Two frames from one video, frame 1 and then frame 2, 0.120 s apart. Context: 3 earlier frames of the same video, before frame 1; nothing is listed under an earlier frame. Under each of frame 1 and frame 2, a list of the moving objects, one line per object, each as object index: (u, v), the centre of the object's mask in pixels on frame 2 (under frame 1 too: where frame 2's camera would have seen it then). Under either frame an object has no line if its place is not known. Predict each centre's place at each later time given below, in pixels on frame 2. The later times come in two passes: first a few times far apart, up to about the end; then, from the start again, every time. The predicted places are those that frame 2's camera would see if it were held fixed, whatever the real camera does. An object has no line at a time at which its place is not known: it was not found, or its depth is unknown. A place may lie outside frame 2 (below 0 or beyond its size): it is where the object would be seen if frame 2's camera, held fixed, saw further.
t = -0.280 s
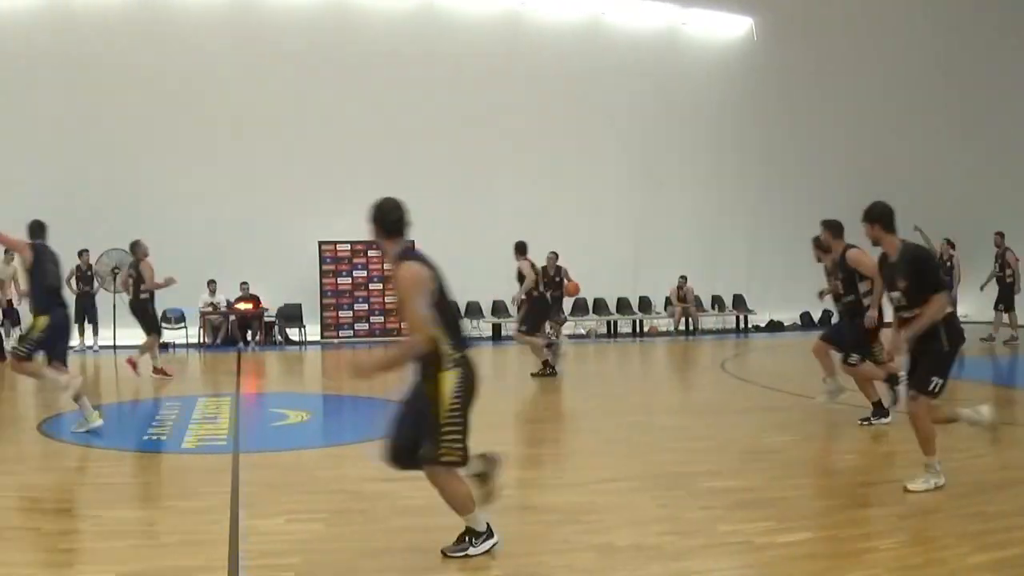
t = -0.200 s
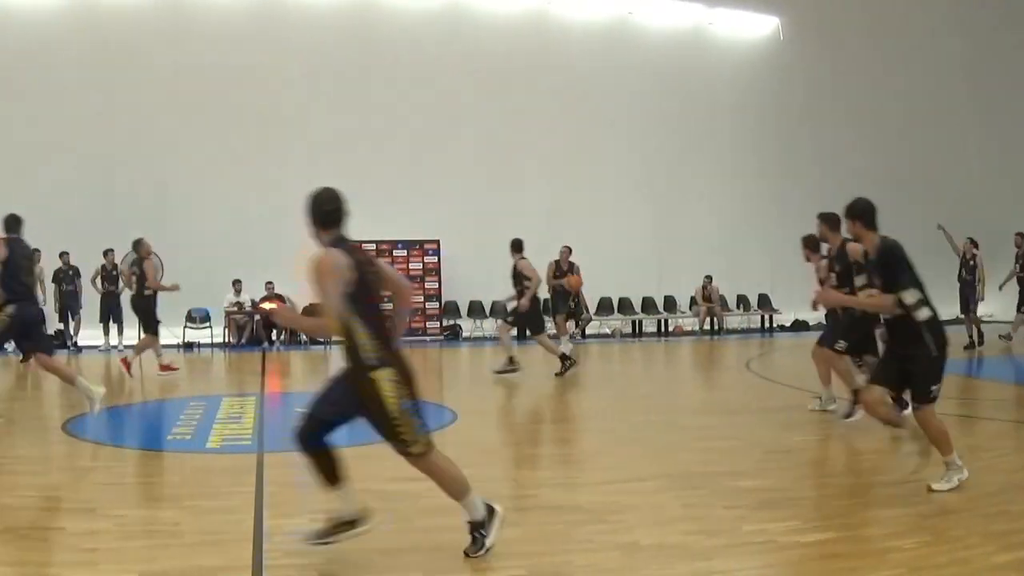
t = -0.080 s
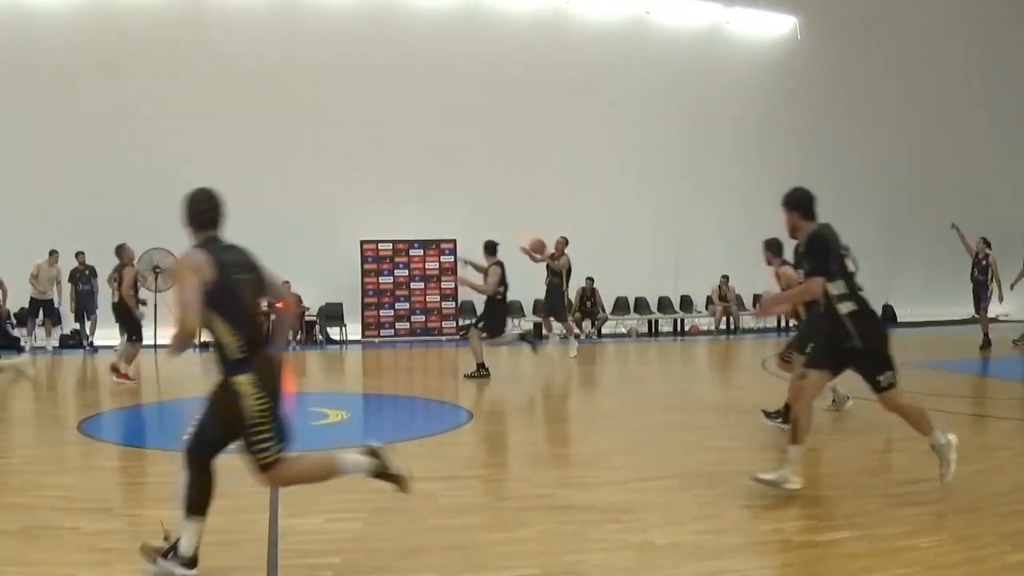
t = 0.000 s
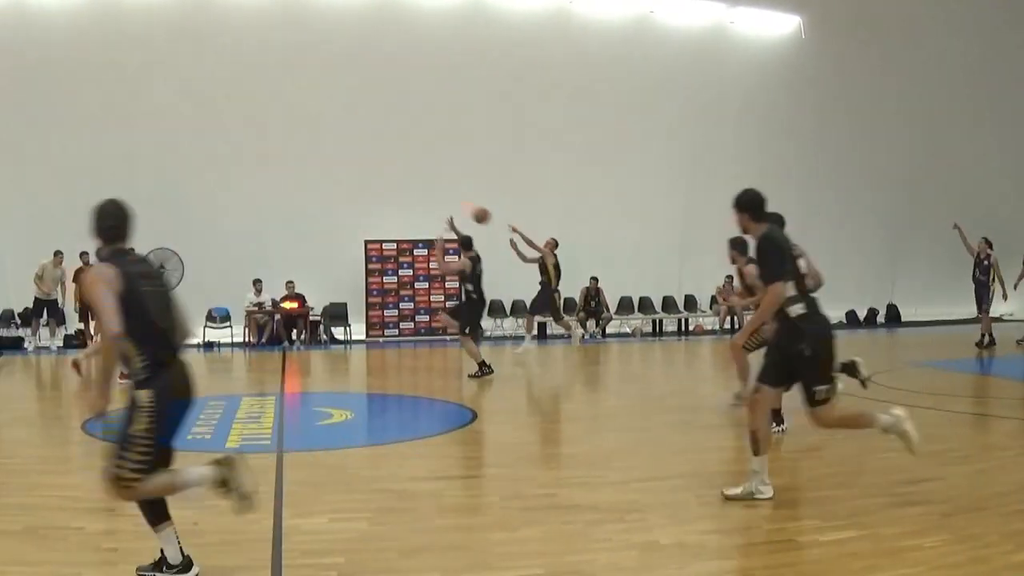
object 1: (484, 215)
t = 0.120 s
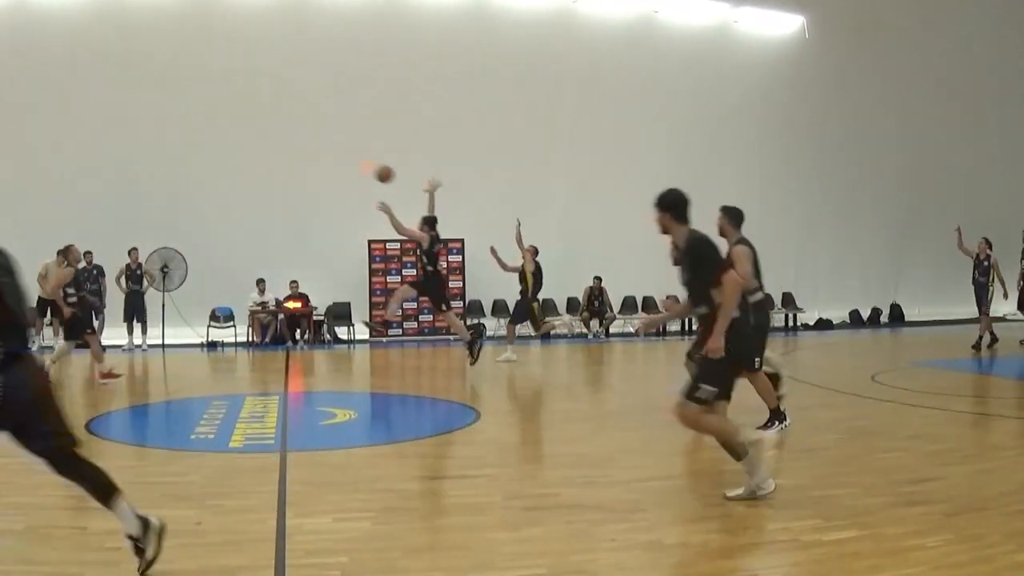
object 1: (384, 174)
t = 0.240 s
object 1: (274, 139)
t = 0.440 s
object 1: (62, 93)
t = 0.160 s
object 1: (349, 161)
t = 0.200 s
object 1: (312, 149)
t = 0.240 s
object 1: (274, 139)
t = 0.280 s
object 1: (236, 129)
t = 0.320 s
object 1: (195, 120)
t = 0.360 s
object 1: (155, 111)
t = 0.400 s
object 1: (111, 104)
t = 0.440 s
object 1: (62, 93)
